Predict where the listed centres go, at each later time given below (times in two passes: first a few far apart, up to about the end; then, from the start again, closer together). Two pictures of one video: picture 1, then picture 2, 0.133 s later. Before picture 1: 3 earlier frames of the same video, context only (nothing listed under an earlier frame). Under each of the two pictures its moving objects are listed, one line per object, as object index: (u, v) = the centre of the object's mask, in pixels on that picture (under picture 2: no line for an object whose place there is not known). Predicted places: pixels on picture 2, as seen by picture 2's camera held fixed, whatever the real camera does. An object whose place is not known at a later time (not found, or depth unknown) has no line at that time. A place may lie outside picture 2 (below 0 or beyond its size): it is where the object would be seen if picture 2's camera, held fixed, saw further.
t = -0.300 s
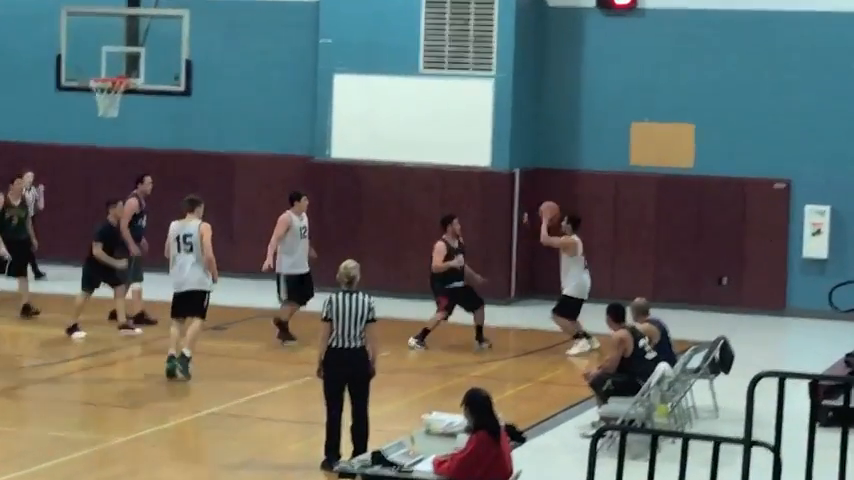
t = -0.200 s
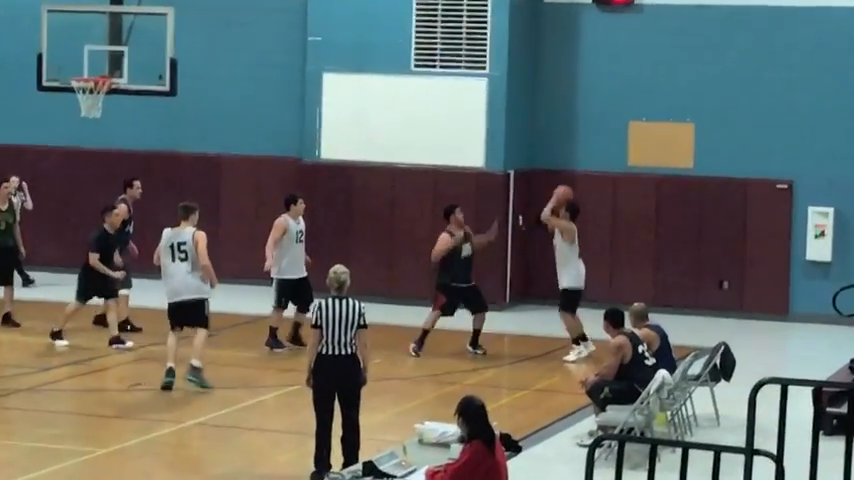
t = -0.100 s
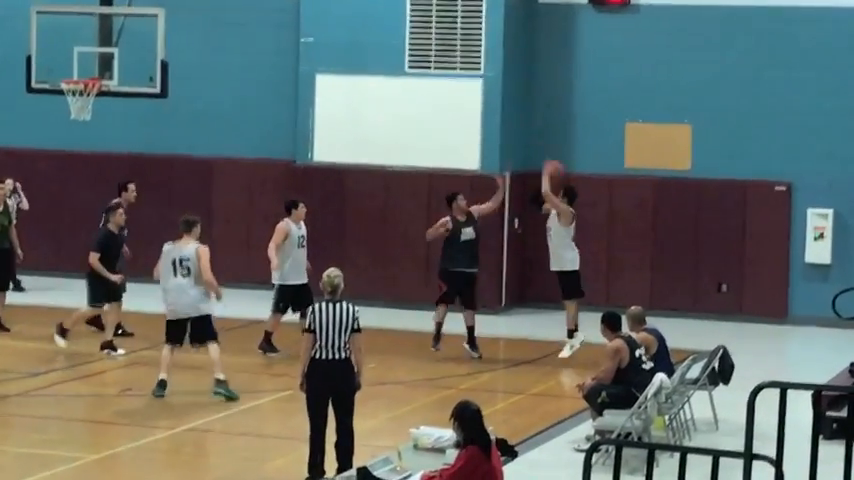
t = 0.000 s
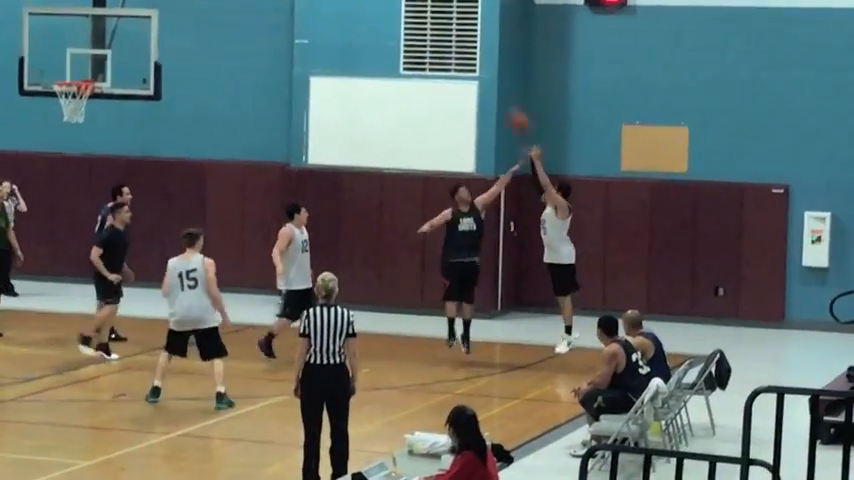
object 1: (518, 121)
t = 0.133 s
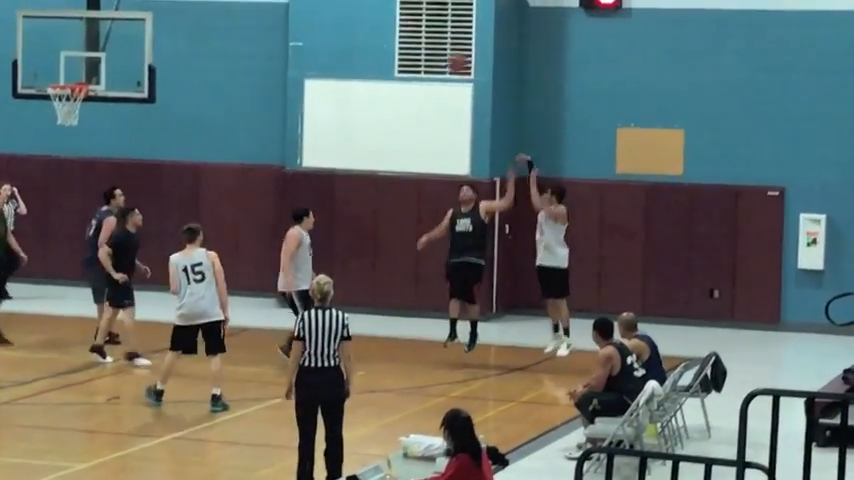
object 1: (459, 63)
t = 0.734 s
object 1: (218, -10)
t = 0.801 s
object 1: (192, -5)
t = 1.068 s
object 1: (94, 69)
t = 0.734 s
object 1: (218, -10)
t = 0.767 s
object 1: (206, -8)
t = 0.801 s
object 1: (192, -5)
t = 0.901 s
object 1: (156, 16)
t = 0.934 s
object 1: (143, 25)
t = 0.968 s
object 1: (131, 35)
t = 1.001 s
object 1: (119, 44)
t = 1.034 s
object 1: (107, 55)
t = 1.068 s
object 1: (94, 69)
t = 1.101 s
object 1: (85, 79)
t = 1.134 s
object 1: (88, 67)
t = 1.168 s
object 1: (90, 54)
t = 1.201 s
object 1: (91, 41)
